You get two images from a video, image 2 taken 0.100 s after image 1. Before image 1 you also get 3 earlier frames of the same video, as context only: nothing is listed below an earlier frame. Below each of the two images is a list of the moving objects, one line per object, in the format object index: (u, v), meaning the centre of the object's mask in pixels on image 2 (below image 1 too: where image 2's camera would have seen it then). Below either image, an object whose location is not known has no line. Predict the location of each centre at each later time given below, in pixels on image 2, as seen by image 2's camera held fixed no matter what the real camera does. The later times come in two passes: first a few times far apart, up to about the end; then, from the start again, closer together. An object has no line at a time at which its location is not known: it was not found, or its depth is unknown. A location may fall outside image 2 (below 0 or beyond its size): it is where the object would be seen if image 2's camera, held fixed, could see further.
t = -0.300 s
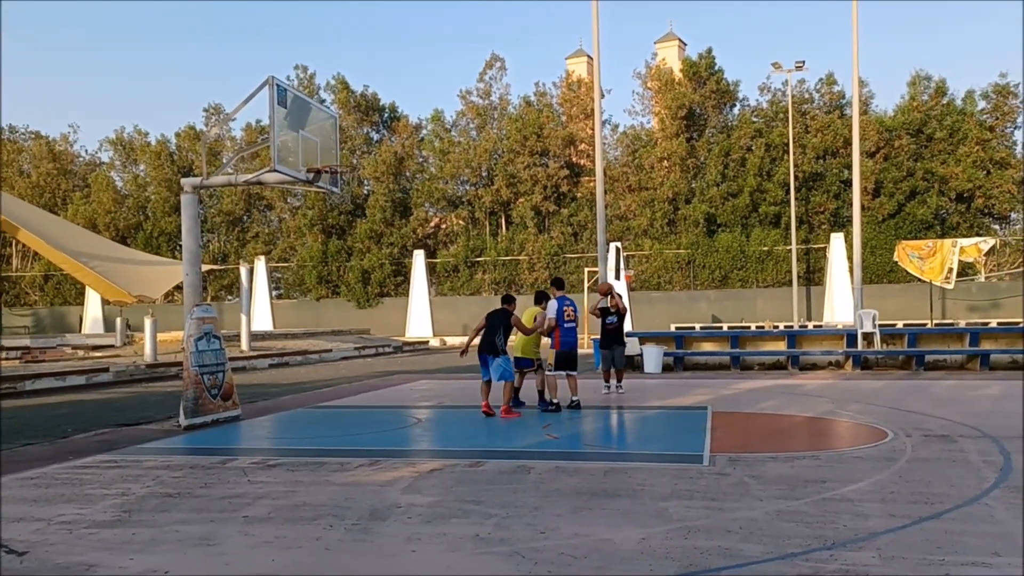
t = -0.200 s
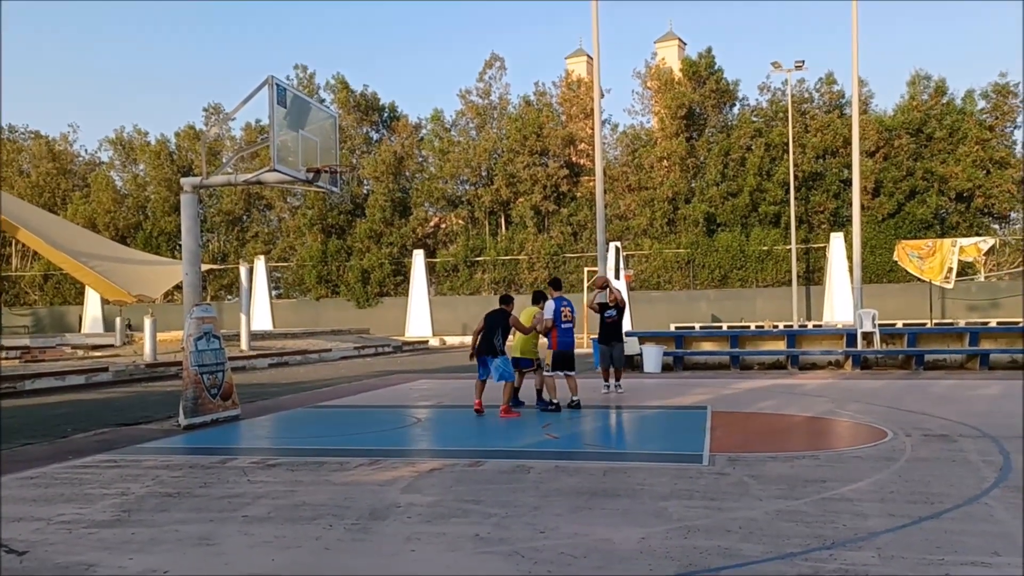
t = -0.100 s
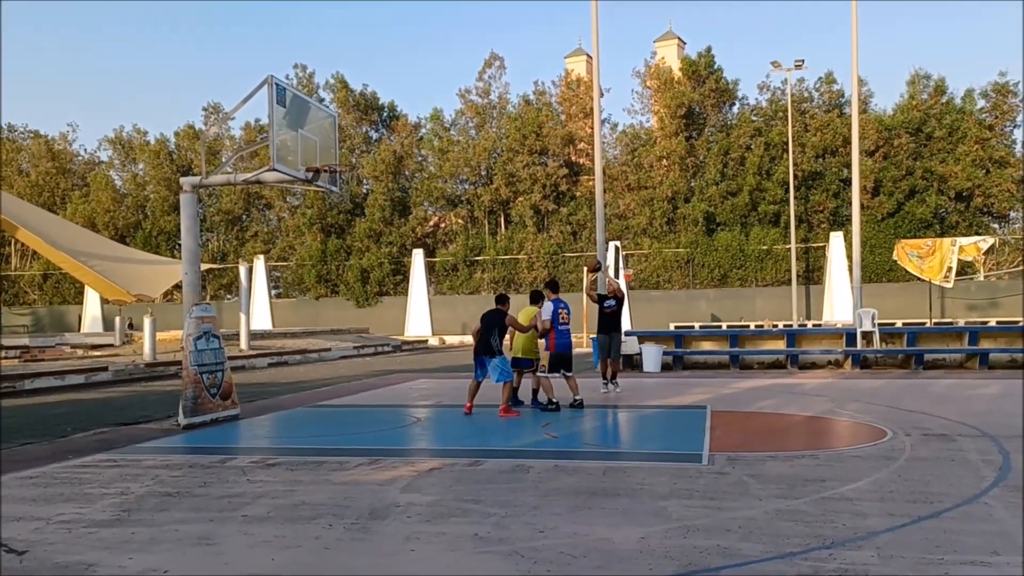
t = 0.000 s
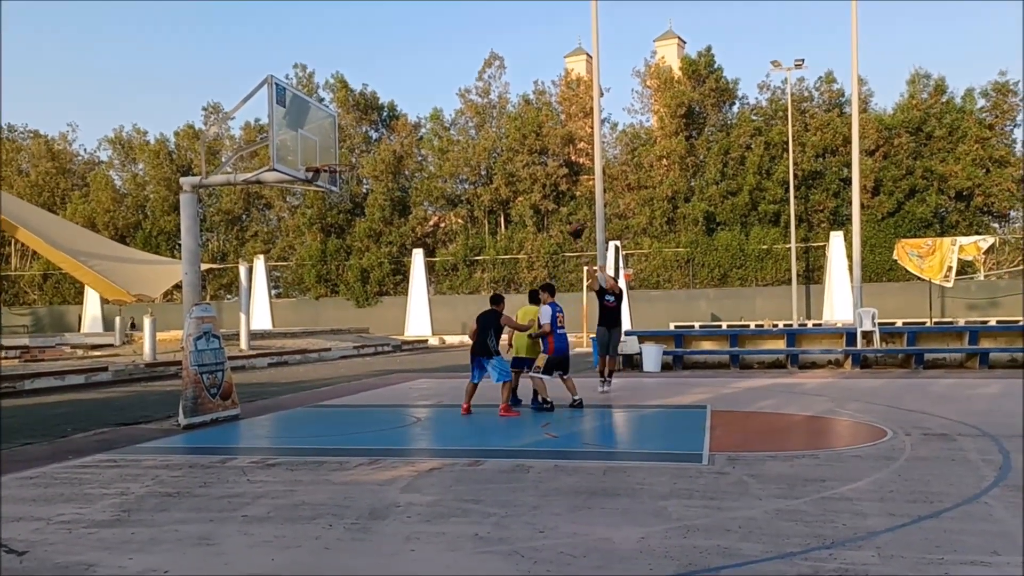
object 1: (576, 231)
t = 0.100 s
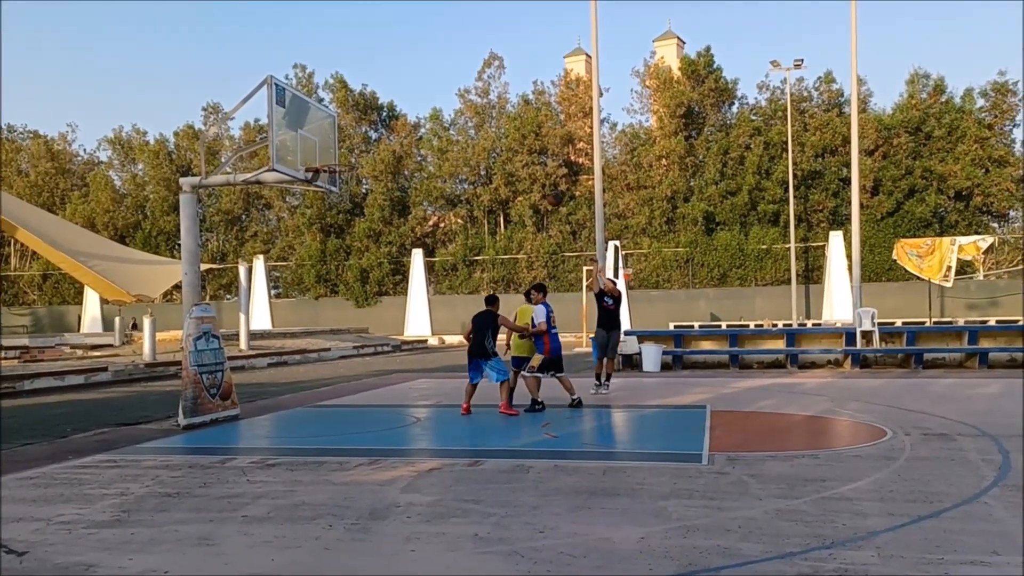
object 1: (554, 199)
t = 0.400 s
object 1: (487, 136)
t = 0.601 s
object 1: (437, 124)
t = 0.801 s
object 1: (383, 142)
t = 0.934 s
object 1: (351, 156)
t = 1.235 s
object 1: (305, 163)
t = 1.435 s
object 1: (288, 203)
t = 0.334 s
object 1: (502, 146)
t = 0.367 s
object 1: (494, 140)
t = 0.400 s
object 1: (487, 136)
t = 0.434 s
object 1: (479, 132)
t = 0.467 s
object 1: (470, 129)
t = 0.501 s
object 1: (462, 127)
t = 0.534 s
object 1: (454, 125)
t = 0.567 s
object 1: (445, 124)
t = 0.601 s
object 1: (437, 124)
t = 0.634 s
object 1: (428, 125)
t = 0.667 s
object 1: (419, 127)
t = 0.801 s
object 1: (383, 142)
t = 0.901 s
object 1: (356, 160)
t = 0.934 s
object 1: (351, 156)
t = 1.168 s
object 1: (315, 155)
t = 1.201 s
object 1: (310, 159)
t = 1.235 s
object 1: (305, 163)
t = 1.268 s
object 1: (299, 169)
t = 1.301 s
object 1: (295, 175)
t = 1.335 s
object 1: (293, 181)
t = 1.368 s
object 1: (291, 188)
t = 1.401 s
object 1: (290, 195)
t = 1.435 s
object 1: (288, 203)
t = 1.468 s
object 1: (287, 213)
